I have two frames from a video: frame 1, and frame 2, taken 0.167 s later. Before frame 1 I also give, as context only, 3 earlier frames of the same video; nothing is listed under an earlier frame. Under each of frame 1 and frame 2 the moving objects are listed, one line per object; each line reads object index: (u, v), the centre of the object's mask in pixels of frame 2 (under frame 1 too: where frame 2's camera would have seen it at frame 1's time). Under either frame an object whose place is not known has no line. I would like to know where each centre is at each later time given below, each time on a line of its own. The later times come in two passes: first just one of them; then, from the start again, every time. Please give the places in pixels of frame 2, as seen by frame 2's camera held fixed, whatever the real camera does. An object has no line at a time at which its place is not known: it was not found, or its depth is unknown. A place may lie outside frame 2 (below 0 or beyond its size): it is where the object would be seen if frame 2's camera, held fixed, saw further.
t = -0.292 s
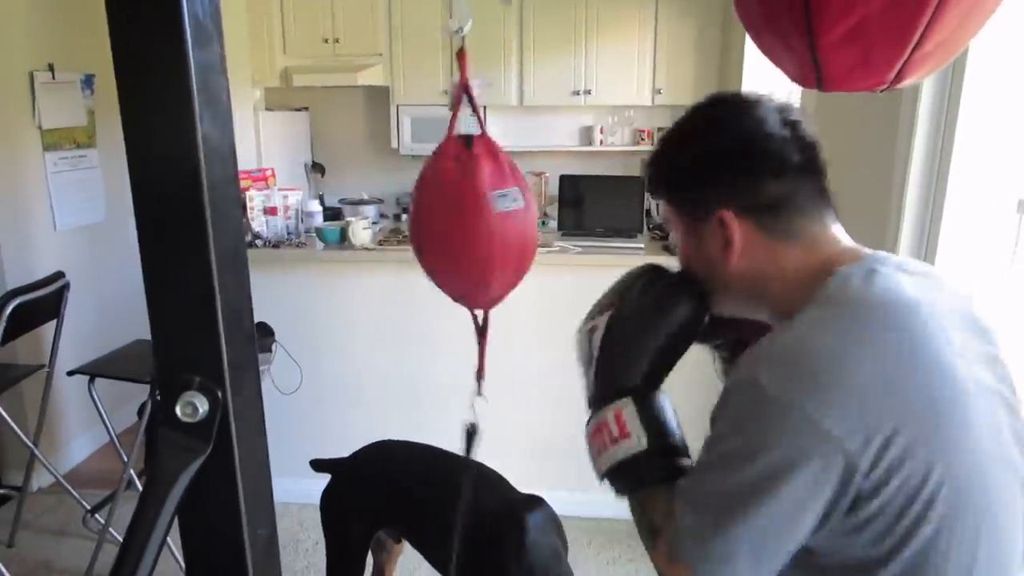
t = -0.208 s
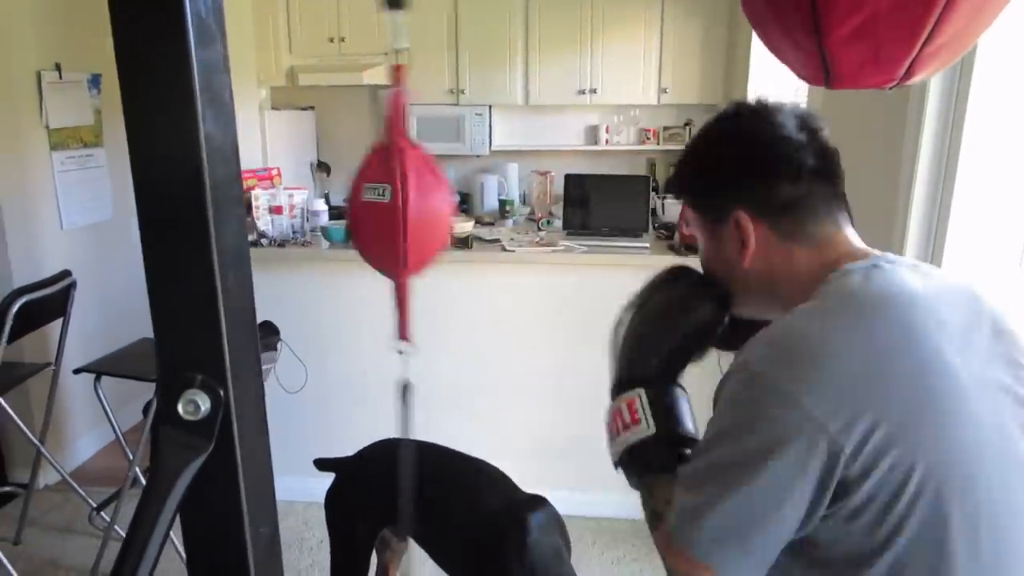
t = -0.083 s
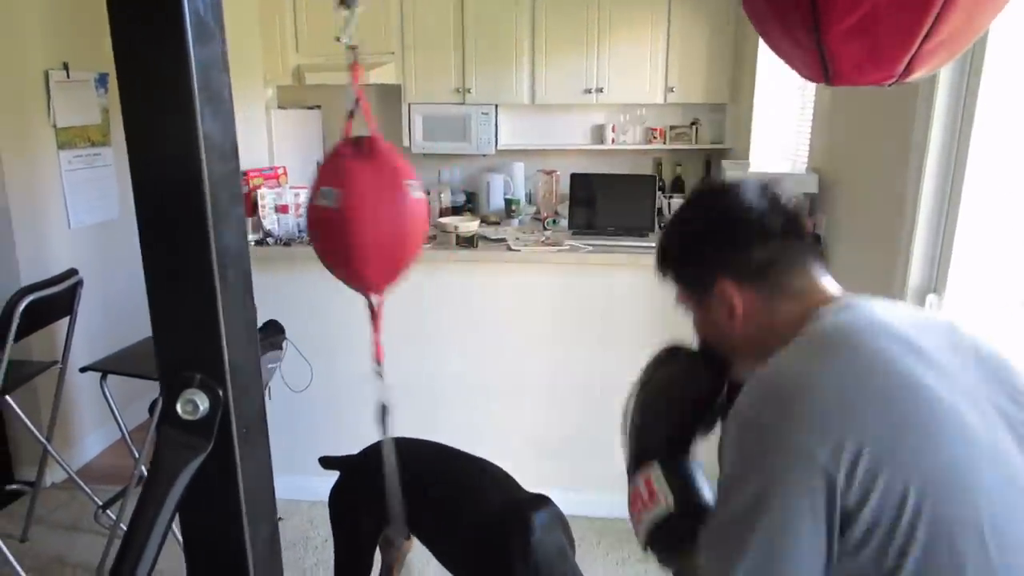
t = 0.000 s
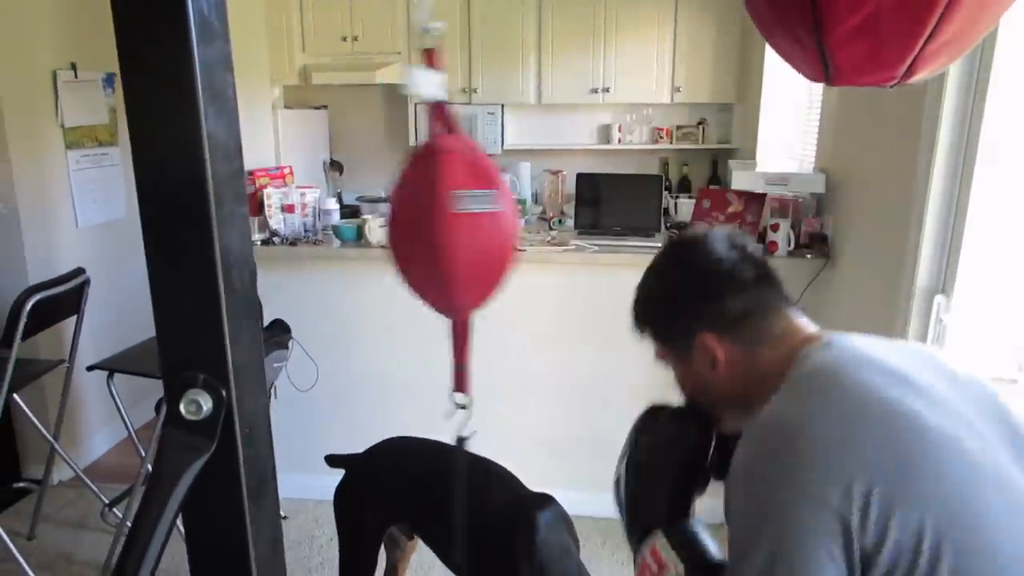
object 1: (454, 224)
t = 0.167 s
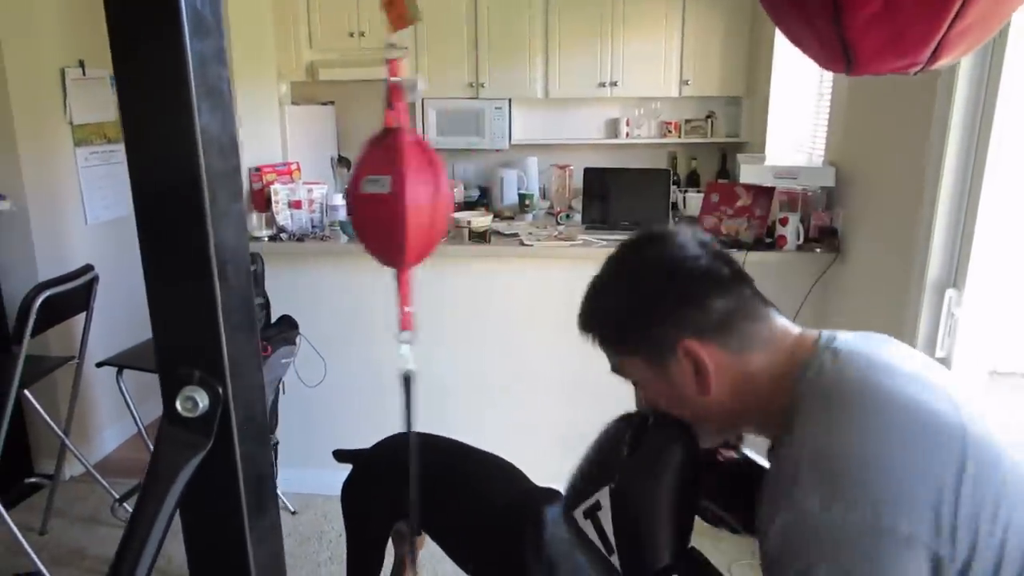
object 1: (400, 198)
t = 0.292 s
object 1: (387, 218)
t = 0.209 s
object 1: (376, 201)
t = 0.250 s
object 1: (371, 208)
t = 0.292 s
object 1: (387, 218)
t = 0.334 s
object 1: (417, 215)
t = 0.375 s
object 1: (454, 220)
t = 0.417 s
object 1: (459, 216)
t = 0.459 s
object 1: (452, 208)
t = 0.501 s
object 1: (423, 202)
